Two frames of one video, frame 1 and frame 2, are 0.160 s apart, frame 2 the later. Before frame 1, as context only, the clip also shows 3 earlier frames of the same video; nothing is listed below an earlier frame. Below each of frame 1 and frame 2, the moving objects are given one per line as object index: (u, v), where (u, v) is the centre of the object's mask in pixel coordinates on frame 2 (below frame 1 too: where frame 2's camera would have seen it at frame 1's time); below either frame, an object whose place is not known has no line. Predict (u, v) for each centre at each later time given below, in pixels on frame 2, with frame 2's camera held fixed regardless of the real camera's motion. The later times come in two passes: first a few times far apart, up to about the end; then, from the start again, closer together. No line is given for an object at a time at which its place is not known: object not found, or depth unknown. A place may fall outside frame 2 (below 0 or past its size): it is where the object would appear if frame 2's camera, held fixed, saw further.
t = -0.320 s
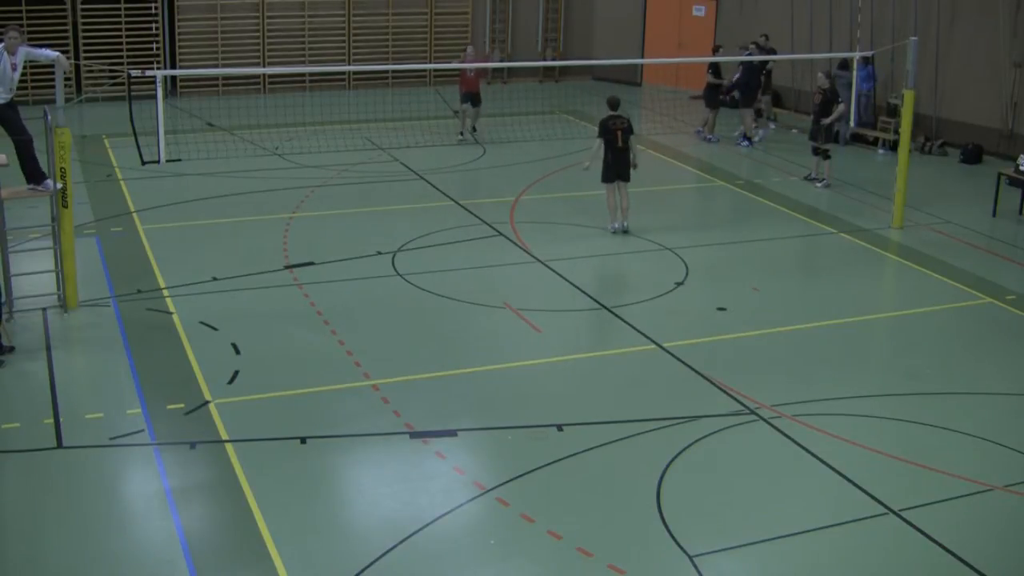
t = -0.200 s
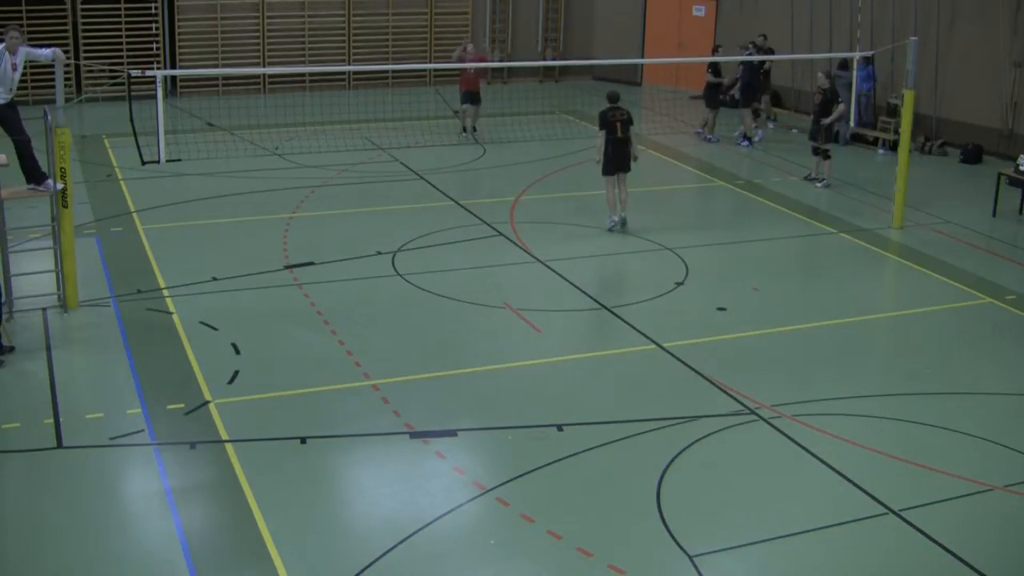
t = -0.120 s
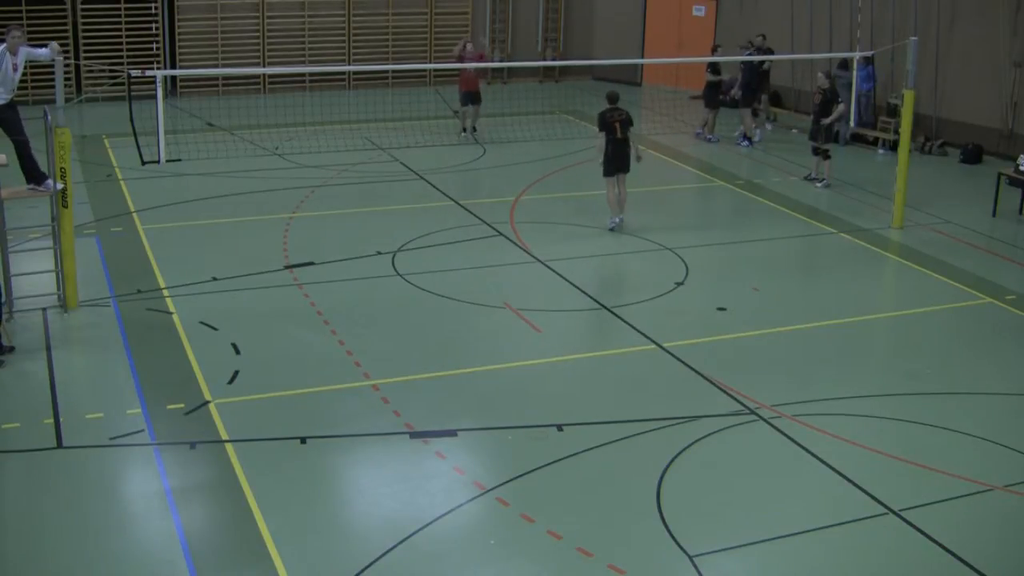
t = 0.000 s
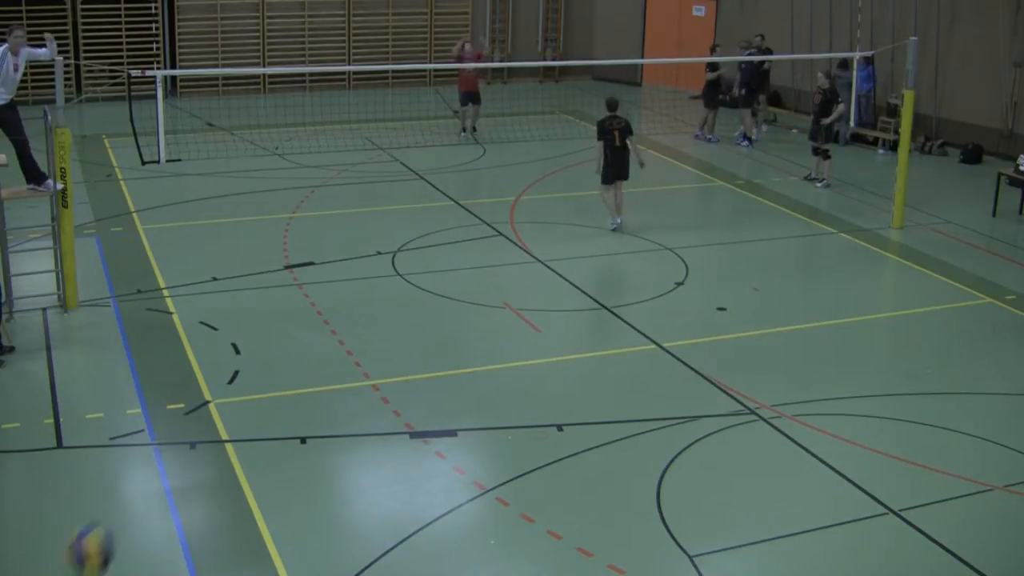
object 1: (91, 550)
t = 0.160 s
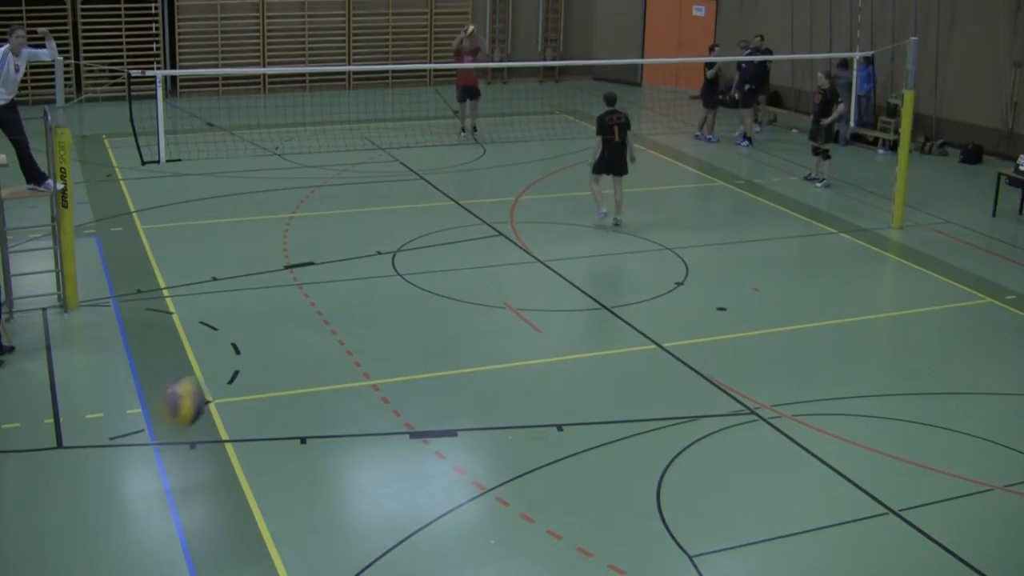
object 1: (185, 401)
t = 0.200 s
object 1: (208, 374)
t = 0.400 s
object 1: (322, 286)
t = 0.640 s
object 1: (445, 291)
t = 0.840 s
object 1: (530, 370)
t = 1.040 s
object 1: (592, 490)
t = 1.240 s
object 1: (648, 549)
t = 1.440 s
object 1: (731, 444)
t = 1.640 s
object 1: (808, 390)
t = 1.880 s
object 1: (891, 402)
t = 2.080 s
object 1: (947, 473)
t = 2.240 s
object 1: (979, 561)
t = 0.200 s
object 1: (208, 374)
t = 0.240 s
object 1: (230, 349)
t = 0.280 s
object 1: (253, 330)
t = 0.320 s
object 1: (277, 311)
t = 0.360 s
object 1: (300, 297)
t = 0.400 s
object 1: (322, 286)
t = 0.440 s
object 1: (344, 280)
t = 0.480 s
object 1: (365, 276)
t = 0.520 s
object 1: (387, 275)
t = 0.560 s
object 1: (407, 277)
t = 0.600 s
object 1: (427, 284)
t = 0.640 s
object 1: (445, 291)
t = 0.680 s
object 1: (465, 303)
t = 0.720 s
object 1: (481, 315)
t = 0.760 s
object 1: (499, 330)
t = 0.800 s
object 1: (513, 348)
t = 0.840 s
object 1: (530, 370)
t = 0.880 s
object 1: (543, 391)
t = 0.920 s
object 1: (556, 413)
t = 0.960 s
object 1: (568, 437)
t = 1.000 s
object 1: (581, 462)
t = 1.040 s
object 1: (592, 490)
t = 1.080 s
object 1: (601, 517)
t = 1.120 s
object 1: (610, 545)
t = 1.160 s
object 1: (619, 567)
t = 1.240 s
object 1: (648, 549)
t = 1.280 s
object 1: (665, 524)
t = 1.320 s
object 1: (681, 500)
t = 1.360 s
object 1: (698, 478)
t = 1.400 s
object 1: (712, 461)
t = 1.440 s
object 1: (731, 444)
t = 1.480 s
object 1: (746, 429)
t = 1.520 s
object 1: (761, 416)
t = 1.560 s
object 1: (778, 405)
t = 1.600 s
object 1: (792, 397)
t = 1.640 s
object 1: (808, 390)
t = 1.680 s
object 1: (822, 387)
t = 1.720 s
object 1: (836, 385)
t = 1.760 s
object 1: (852, 386)
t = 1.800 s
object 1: (865, 389)
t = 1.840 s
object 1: (878, 395)
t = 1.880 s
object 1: (891, 402)
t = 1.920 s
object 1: (902, 412)
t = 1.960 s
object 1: (914, 425)
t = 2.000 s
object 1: (924, 439)
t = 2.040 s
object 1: (936, 455)
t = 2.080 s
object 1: (947, 473)
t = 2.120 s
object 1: (956, 493)
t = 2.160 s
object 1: (965, 515)
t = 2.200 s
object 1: (971, 537)
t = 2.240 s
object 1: (979, 561)
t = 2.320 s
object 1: (1002, 562)
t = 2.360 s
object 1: (1013, 545)
